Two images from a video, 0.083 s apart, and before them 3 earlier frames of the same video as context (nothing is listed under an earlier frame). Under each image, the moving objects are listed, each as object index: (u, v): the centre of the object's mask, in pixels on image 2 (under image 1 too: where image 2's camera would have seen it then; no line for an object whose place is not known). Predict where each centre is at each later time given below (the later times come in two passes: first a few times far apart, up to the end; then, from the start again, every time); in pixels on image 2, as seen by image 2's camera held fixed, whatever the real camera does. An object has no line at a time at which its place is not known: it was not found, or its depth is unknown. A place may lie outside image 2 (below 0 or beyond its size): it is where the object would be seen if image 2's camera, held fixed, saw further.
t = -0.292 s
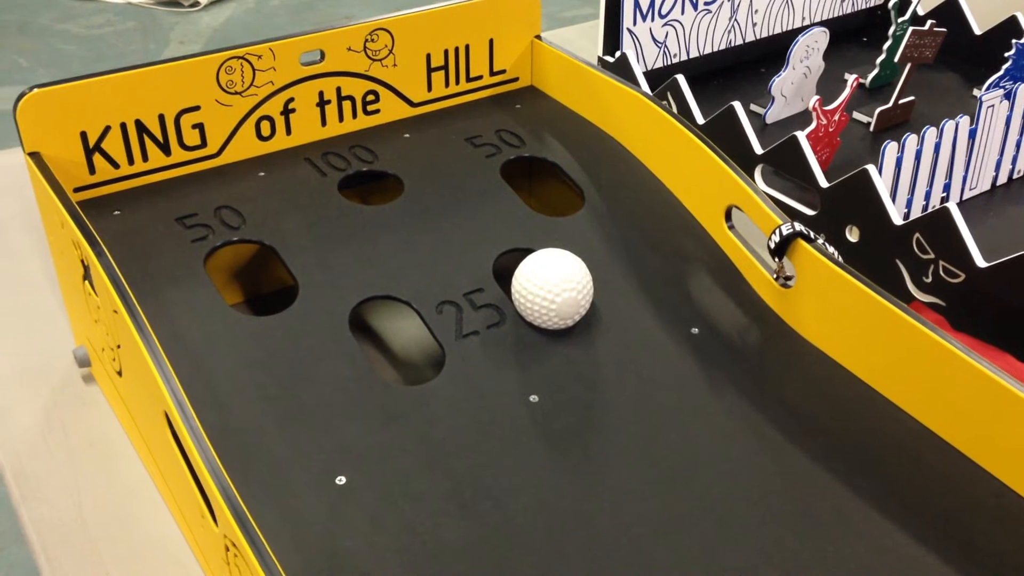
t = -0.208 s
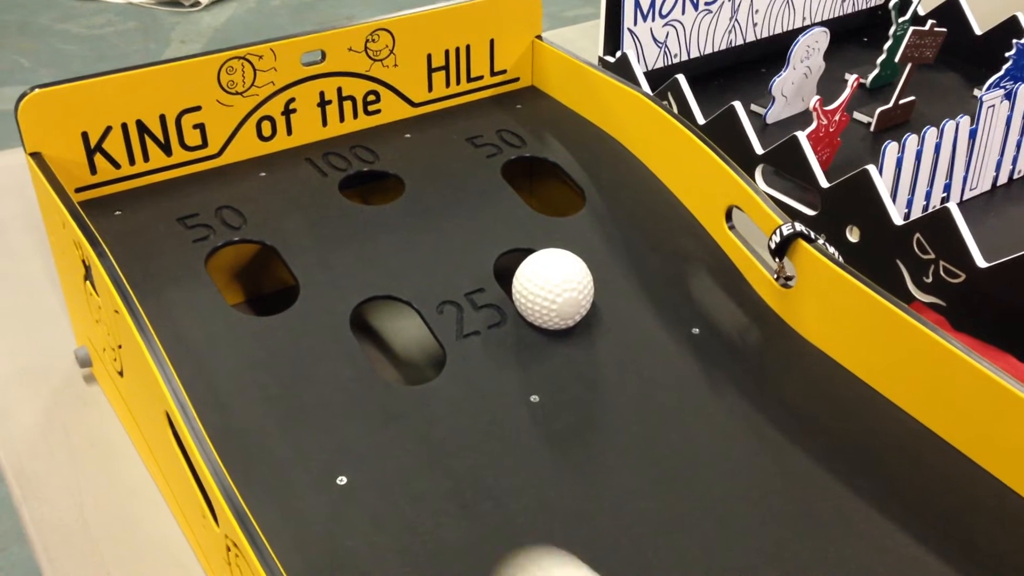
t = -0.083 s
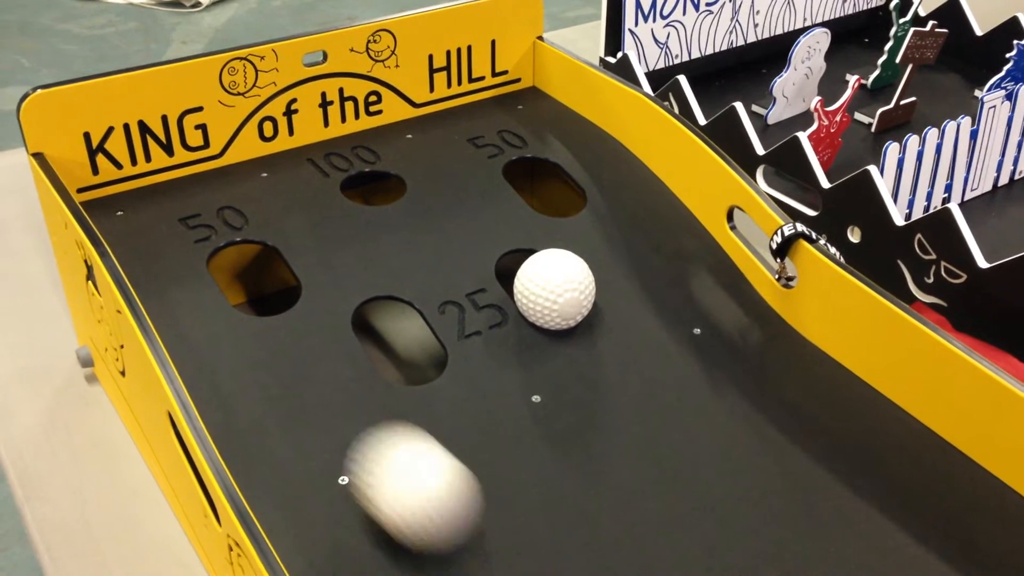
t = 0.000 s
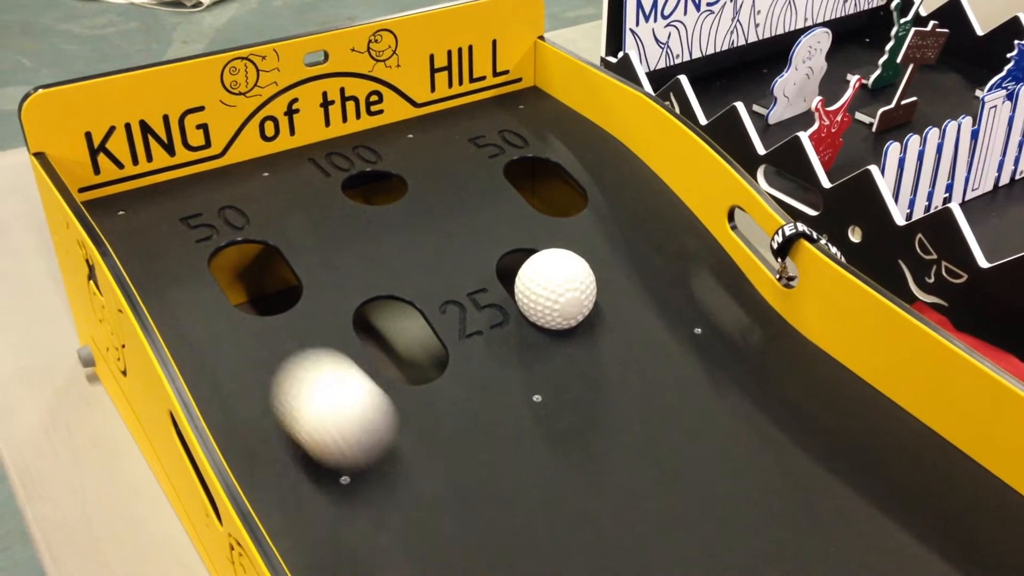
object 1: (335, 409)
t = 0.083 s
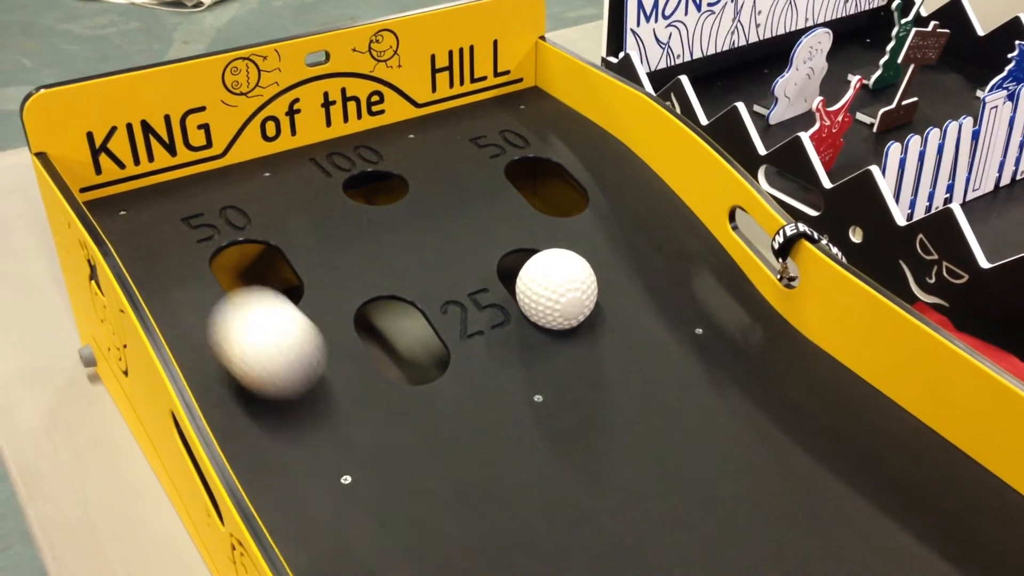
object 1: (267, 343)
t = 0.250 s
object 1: (168, 257)
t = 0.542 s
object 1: (143, 187)
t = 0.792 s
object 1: (161, 177)
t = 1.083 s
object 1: (211, 204)
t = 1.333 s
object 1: (267, 270)
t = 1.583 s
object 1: (263, 271)
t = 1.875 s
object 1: (260, 267)
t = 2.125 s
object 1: (264, 272)
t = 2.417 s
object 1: (265, 274)
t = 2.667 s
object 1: (265, 274)
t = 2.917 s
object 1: (265, 274)
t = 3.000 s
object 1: (265, 274)
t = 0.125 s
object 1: (237, 316)
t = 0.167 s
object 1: (211, 292)
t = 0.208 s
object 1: (187, 274)
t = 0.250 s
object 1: (168, 257)
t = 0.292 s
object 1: (155, 242)
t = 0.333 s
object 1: (151, 231)
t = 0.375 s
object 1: (148, 221)
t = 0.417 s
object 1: (146, 212)
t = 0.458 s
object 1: (145, 202)
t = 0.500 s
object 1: (144, 194)
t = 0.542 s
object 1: (143, 187)
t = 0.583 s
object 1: (142, 180)
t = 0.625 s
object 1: (140, 174)
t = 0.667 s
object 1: (142, 170)
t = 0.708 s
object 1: (149, 173)
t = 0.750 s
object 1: (155, 175)
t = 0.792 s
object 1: (161, 177)
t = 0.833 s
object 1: (167, 180)
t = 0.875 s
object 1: (174, 183)
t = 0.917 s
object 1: (181, 187)
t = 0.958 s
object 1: (187, 190)
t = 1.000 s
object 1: (194, 195)
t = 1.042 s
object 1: (202, 200)
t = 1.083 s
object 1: (211, 204)
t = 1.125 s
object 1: (220, 209)
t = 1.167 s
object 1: (232, 219)
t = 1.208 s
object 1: (244, 238)
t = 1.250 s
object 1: (253, 254)
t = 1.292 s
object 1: (261, 267)
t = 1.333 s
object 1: (267, 270)
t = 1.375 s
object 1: (270, 270)
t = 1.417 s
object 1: (273, 271)
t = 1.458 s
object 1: (273, 272)
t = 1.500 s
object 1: (272, 271)
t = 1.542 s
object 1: (269, 272)
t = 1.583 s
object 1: (263, 271)
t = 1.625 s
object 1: (261, 268)
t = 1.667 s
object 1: (259, 265)
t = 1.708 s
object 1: (257, 263)
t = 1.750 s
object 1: (257, 262)
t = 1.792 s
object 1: (257, 263)
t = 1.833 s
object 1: (258, 264)
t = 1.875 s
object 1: (260, 267)
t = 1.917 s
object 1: (262, 270)
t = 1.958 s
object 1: (265, 273)
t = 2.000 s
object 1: (266, 273)
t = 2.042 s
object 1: (264, 273)
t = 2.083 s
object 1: (264, 272)
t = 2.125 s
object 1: (264, 272)
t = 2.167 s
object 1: (264, 273)
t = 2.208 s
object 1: (265, 274)
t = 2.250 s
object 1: (264, 273)
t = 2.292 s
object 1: (264, 273)
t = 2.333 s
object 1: (265, 274)
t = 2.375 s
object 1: (265, 274)
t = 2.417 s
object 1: (265, 274)
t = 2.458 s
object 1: (265, 274)
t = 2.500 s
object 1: (265, 274)
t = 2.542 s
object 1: (265, 274)
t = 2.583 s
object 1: (265, 274)
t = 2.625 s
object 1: (265, 274)
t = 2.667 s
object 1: (265, 274)
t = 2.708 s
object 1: (265, 274)
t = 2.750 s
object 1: (265, 274)
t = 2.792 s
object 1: (265, 274)
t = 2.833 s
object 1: (265, 274)
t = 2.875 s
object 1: (265, 274)
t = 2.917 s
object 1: (265, 274)
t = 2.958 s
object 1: (265, 274)
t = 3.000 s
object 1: (265, 274)
